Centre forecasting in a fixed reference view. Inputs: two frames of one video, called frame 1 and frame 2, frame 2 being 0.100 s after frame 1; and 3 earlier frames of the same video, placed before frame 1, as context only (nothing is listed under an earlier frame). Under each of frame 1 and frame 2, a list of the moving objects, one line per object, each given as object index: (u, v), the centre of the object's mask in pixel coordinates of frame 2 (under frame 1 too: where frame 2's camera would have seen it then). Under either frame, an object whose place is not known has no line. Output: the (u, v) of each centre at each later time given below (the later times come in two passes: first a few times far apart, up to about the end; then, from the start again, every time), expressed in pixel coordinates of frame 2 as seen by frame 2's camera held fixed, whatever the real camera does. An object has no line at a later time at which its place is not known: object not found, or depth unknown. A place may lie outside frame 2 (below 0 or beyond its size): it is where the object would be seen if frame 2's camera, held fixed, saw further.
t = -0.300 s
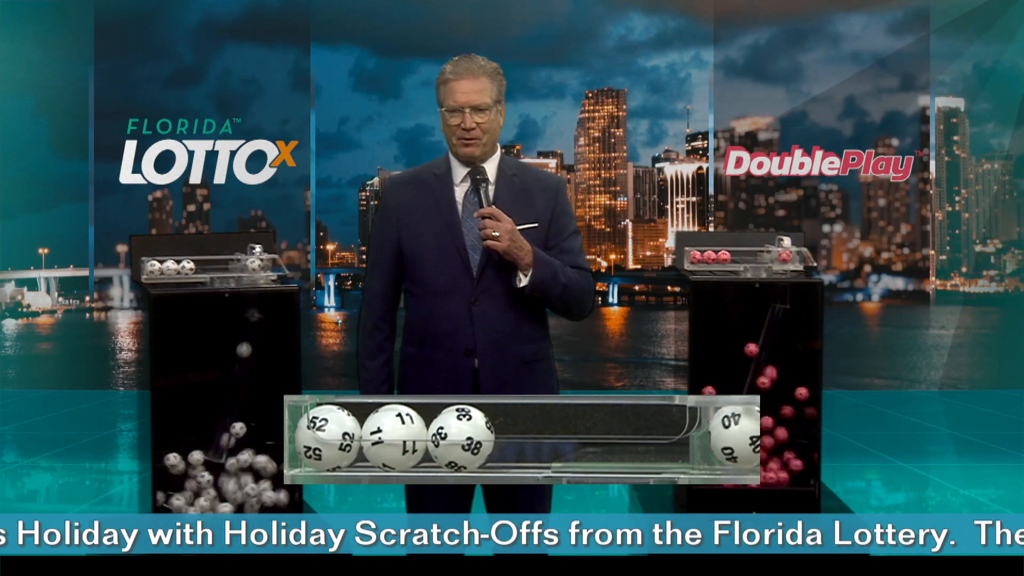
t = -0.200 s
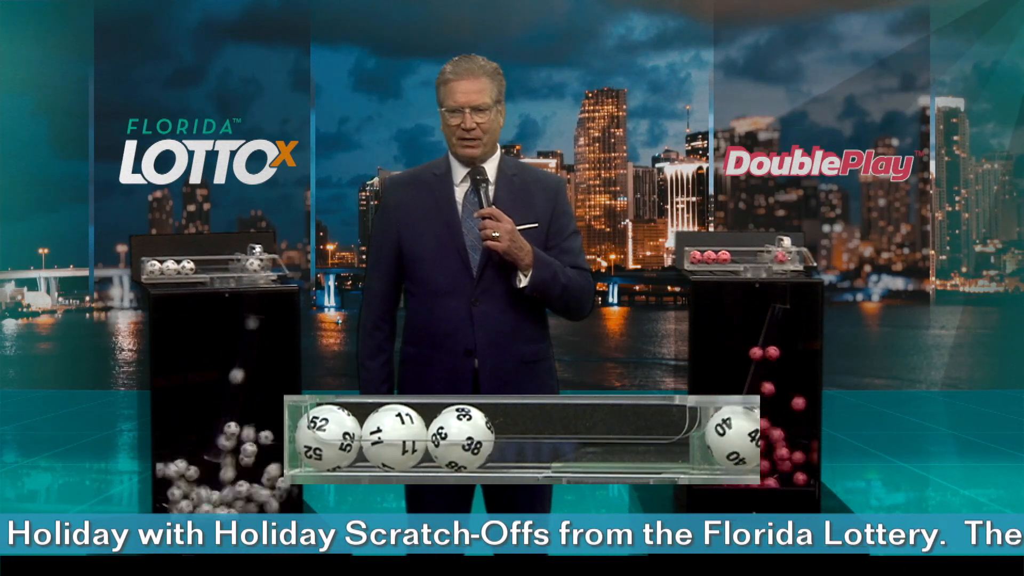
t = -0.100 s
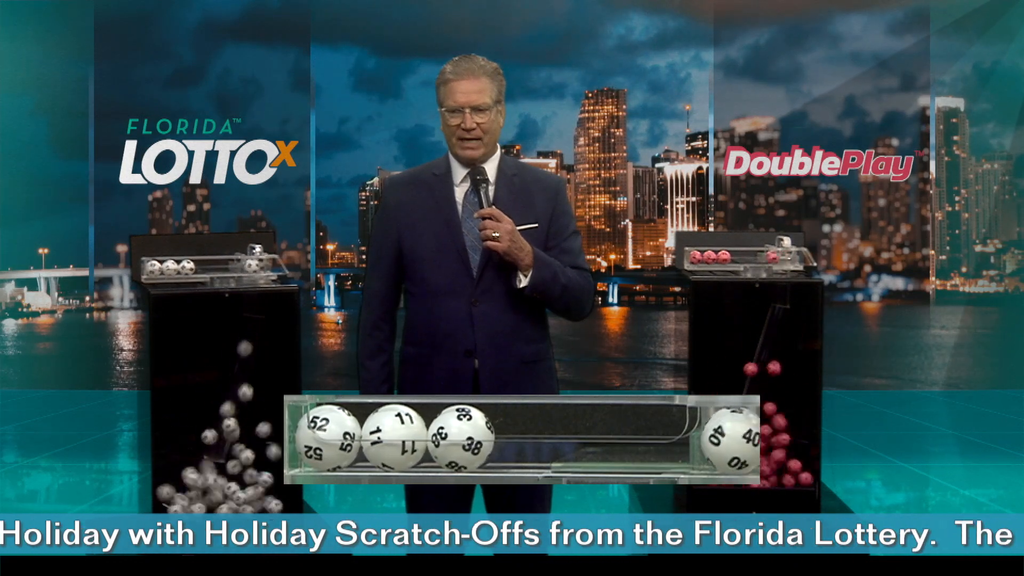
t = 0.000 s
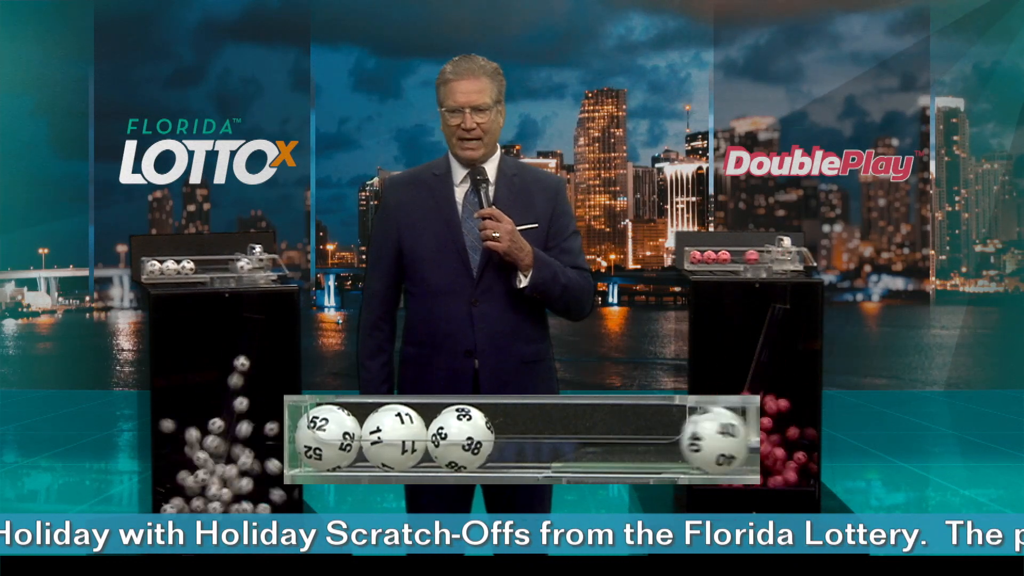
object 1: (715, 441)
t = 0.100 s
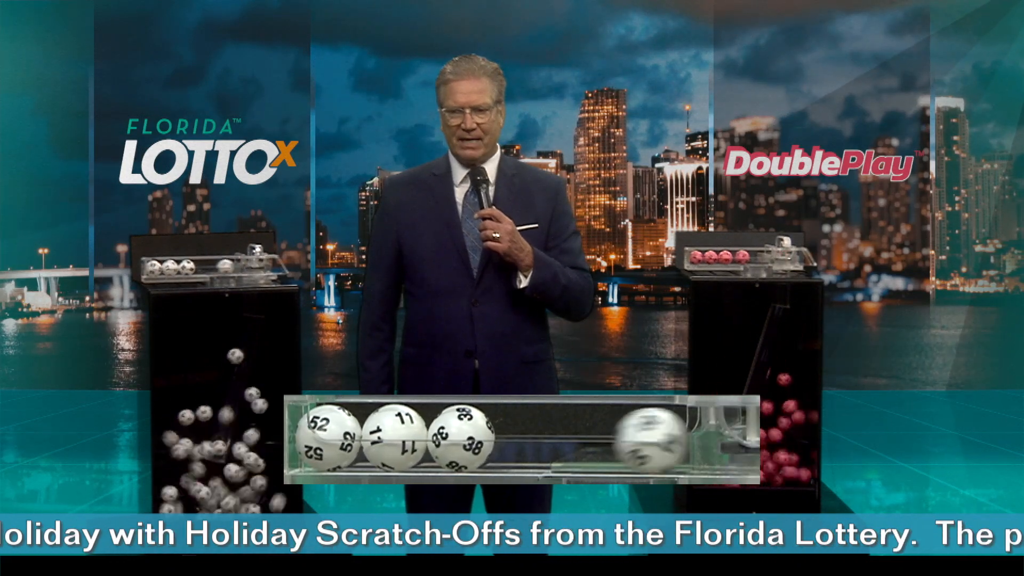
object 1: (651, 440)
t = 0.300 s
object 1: (566, 440)
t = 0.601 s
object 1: (529, 439)
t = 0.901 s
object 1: (527, 439)
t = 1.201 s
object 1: (528, 439)
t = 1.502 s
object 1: (528, 439)
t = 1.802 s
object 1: (528, 439)
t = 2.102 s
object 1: (528, 439)
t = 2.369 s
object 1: (528, 439)
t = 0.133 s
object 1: (620, 439)
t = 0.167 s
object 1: (583, 439)
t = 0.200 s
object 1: (548, 437)
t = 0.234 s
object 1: (532, 438)
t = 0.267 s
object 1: (555, 439)
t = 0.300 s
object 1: (566, 440)
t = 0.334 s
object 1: (565, 440)
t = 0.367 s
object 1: (555, 440)
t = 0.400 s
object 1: (544, 439)
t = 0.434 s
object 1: (539, 439)
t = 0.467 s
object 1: (536, 439)
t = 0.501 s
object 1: (534, 439)
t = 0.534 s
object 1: (532, 439)
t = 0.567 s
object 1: (529, 439)
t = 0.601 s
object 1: (529, 439)
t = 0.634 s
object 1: (528, 439)
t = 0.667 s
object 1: (527, 439)
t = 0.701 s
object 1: (528, 439)
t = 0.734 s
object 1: (527, 439)
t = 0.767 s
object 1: (527, 439)
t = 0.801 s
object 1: (527, 439)
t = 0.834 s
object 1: (527, 439)
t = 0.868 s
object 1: (527, 439)
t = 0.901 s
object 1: (527, 439)
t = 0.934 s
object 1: (527, 439)
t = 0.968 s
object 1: (528, 439)
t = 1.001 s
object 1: (528, 439)
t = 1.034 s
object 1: (528, 439)
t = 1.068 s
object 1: (528, 439)
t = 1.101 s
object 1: (527, 439)
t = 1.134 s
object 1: (527, 439)
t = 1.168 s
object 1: (527, 439)
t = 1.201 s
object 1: (528, 439)
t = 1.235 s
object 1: (528, 439)
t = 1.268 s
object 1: (528, 439)
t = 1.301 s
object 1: (527, 439)
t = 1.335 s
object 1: (527, 439)
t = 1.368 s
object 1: (528, 439)
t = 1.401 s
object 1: (528, 439)
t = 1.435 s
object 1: (528, 439)
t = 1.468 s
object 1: (528, 439)
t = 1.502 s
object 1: (528, 439)
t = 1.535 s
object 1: (527, 439)
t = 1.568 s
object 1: (527, 439)
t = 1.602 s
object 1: (528, 439)
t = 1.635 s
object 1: (527, 439)
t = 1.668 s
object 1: (528, 439)
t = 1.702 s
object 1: (527, 439)
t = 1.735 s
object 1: (528, 439)
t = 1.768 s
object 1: (528, 439)
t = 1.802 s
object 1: (528, 439)
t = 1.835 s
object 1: (528, 439)
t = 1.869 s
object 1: (528, 439)
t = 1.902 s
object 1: (528, 439)
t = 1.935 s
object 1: (528, 439)
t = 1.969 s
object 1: (528, 439)
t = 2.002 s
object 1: (528, 439)
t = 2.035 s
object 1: (528, 439)
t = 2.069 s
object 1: (528, 439)
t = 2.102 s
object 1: (528, 439)
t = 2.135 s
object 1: (528, 439)
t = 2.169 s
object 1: (528, 439)
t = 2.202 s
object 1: (528, 439)
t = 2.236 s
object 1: (528, 439)
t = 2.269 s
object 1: (528, 439)
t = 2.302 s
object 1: (528, 439)
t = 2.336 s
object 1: (528, 439)
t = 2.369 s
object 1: (528, 439)
